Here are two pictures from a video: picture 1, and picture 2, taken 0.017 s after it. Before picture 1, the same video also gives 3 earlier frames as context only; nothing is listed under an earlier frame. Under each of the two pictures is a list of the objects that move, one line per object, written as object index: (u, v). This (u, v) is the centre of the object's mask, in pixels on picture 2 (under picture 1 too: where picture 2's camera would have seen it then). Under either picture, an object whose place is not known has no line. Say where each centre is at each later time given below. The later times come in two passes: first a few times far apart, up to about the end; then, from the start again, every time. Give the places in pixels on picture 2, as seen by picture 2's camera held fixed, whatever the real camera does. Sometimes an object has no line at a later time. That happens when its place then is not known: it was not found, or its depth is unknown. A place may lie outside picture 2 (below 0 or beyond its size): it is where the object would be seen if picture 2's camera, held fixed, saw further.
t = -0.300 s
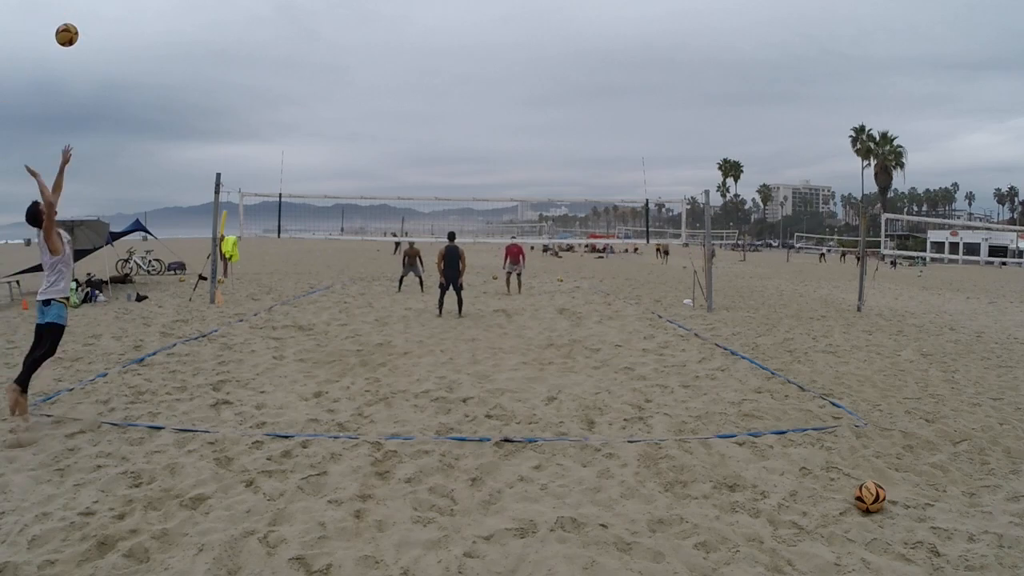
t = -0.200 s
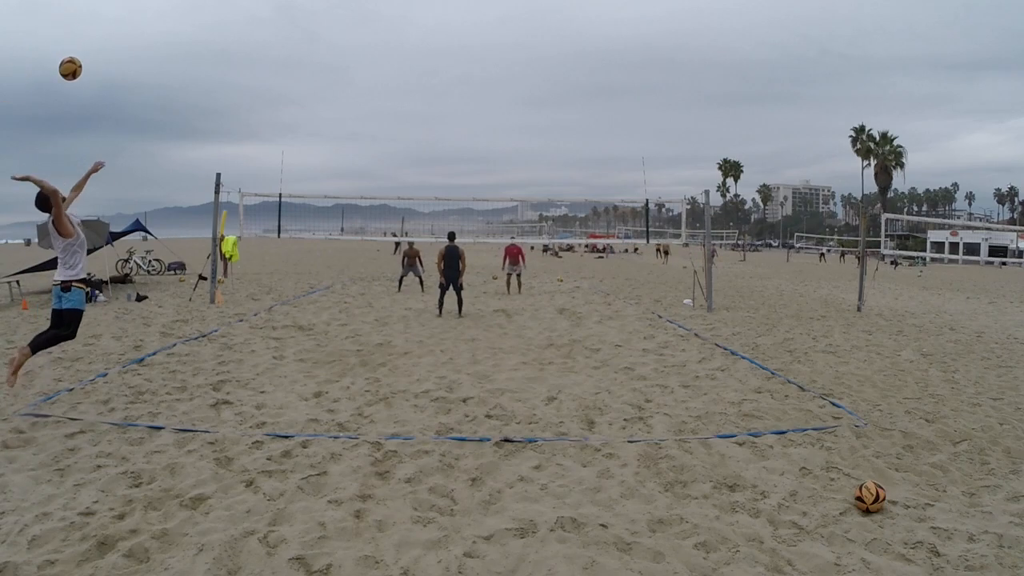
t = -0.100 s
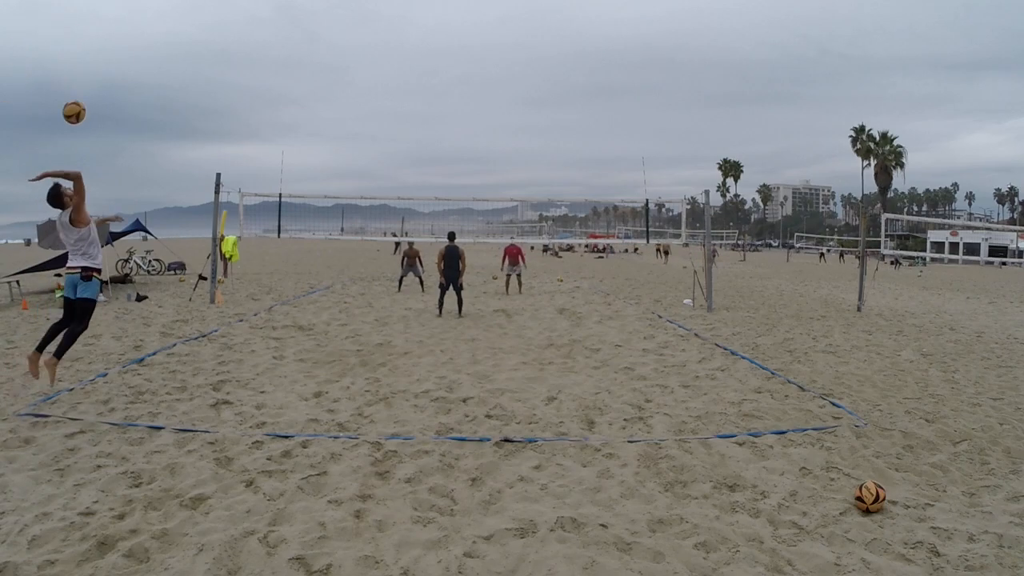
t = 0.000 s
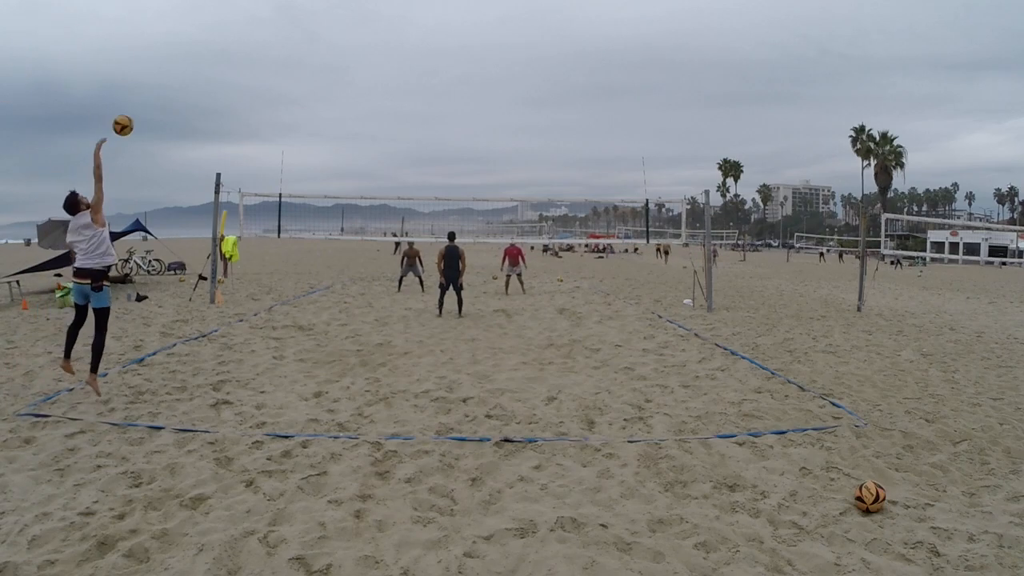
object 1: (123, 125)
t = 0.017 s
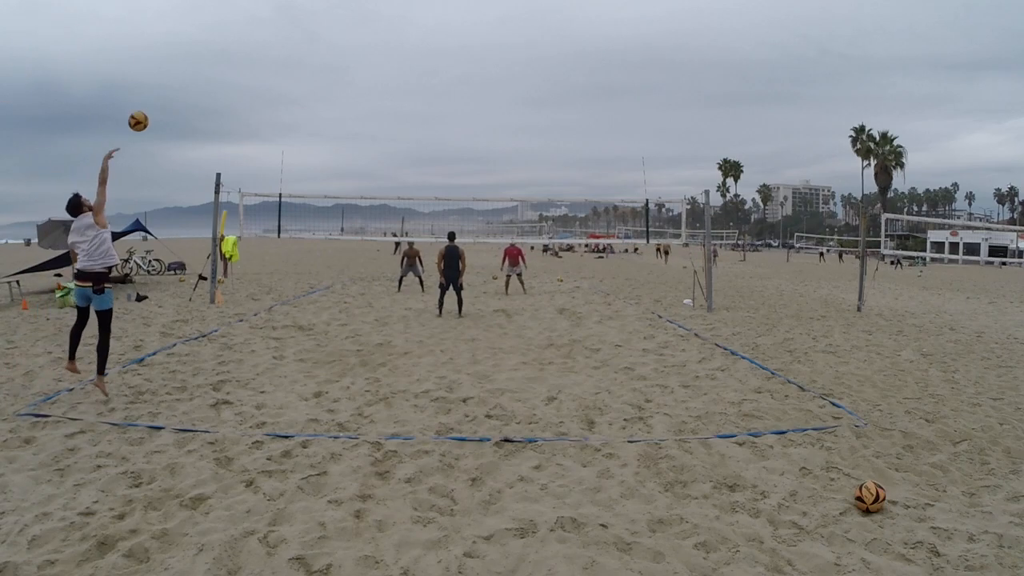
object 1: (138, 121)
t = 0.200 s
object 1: (261, 104)
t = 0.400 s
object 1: (338, 117)
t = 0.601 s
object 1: (386, 147)
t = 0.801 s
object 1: (417, 184)
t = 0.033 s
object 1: (153, 118)
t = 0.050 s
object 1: (166, 115)
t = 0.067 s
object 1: (179, 112)
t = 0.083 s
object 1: (191, 110)
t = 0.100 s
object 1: (203, 108)
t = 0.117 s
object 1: (214, 106)
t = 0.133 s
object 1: (225, 105)
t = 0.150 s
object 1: (234, 105)
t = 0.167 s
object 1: (244, 104)
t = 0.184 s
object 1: (253, 104)
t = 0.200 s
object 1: (261, 104)
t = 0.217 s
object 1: (269, 104)
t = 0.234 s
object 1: (277, 104)
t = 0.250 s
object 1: (284, 105)
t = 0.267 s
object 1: (291, 105)
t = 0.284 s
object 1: (298, 107)
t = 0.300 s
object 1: (305, 108)
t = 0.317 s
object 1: (311, 109)
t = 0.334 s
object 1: (317, 110)
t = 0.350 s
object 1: (322, 112)
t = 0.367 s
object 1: (328, 114)
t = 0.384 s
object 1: (333, 115)
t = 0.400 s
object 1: (338, 117)
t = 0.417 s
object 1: (343, 119)
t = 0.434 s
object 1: (348, 121)
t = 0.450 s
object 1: (352, 124)
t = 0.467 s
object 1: (357, 126)
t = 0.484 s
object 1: (361, 128)
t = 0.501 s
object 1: (365, 131)
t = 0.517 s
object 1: (369, 133)
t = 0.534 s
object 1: (372, 136)
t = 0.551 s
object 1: (376, 139)
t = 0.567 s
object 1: (379, 142)
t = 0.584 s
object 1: (383, 144)
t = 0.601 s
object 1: (386, 147)
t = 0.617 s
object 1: (389, 150)
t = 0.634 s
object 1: (392, 153)
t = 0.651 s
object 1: (395, 156)
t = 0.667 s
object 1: (398, 159)
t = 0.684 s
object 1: (401, 162)
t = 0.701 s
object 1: (403, 165)
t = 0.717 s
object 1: (405, 168)
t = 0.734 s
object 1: (408, 171)
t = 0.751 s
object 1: (410, 174)
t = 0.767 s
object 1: (413, 177)
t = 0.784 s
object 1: (415, 180)
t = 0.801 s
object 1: (417, 184)
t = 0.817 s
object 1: (419, 187)
